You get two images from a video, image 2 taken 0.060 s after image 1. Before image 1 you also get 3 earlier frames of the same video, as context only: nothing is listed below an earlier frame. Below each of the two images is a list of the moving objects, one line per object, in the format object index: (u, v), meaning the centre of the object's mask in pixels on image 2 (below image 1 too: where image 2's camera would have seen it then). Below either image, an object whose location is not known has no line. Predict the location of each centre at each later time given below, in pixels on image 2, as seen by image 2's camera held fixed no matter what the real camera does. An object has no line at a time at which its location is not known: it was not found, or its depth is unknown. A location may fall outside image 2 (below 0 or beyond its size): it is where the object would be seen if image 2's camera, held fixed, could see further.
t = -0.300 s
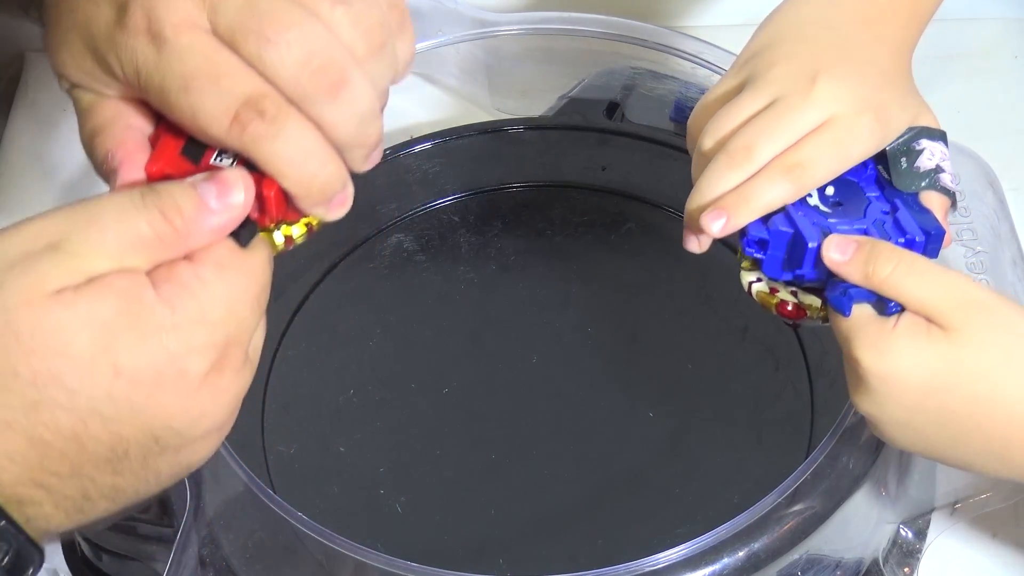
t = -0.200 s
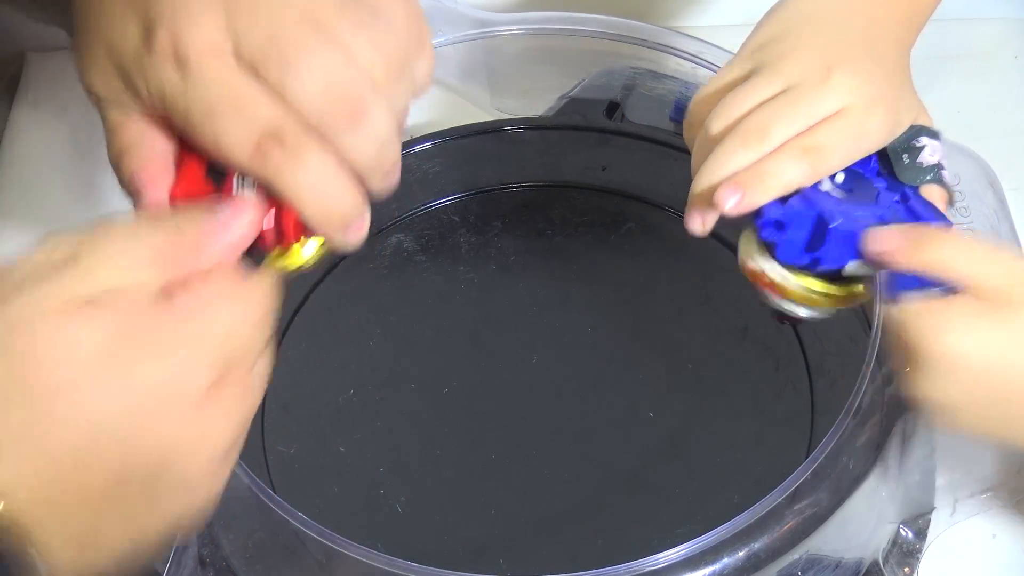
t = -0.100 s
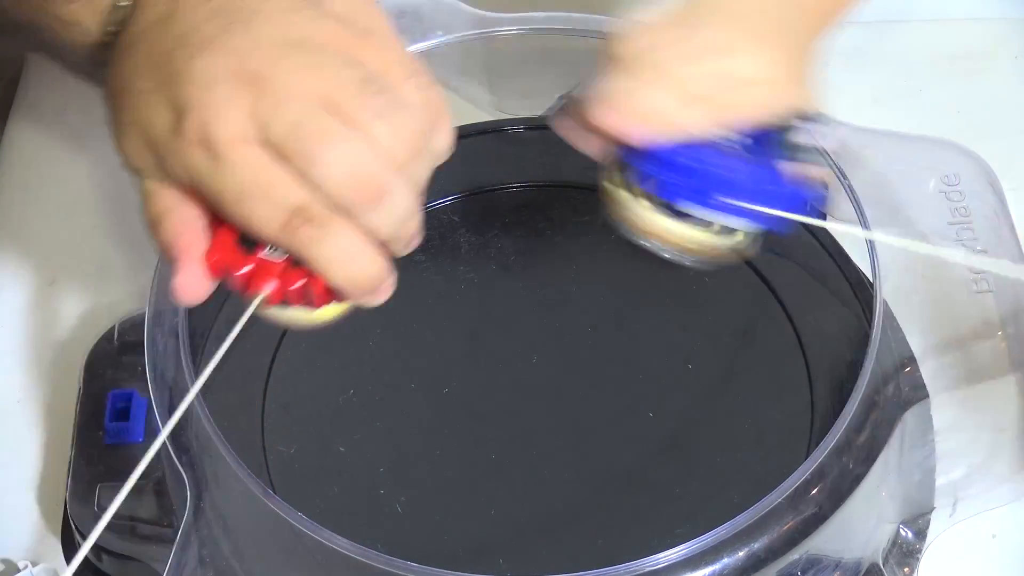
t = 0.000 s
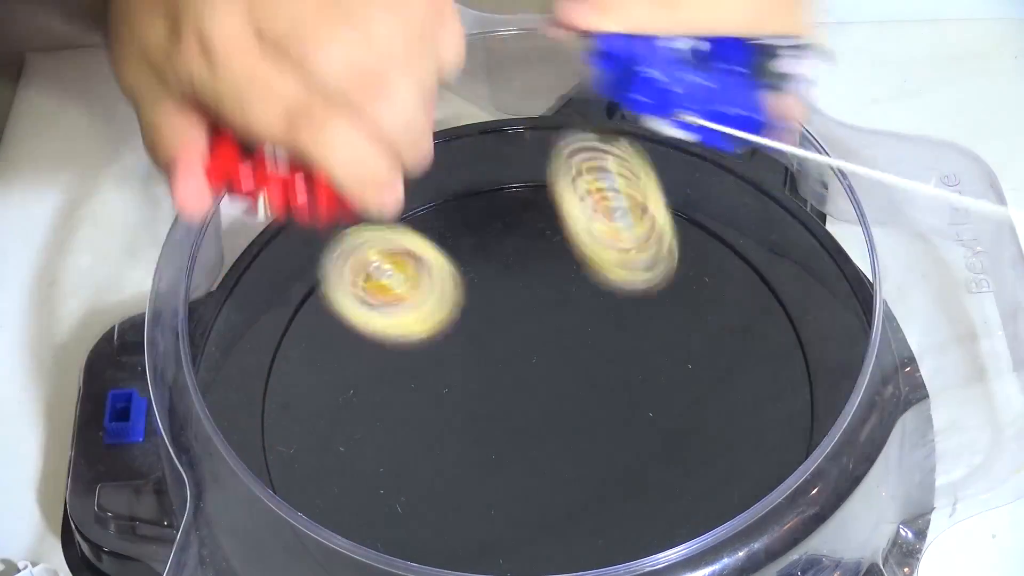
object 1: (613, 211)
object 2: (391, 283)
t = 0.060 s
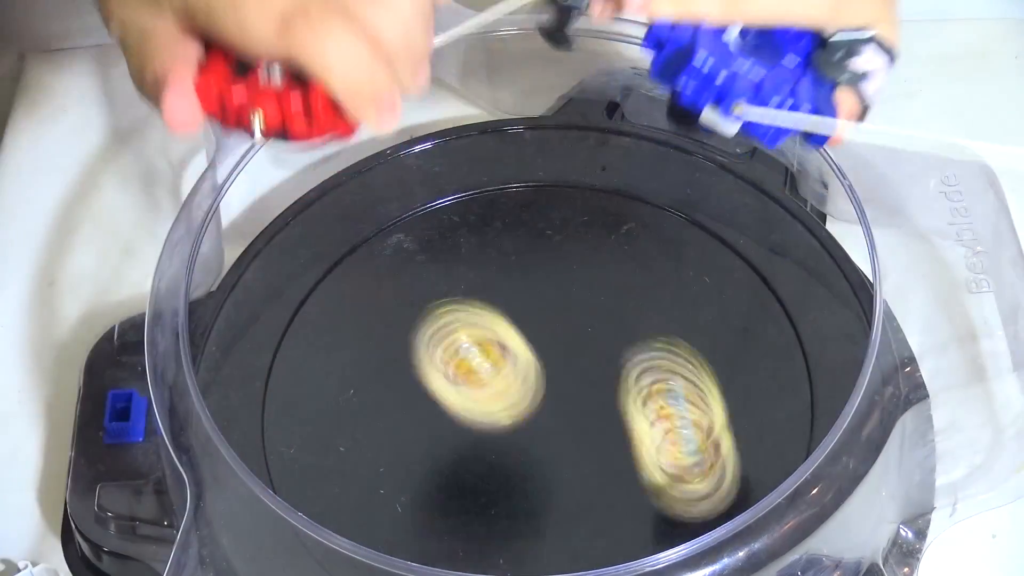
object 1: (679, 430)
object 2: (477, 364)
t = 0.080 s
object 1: (689, 458)
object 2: (503, 389)
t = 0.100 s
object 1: (691, 453)
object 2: (525, 370)
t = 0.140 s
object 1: (697, 457)
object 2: (570, 331)
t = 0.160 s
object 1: (698, 465)
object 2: (593, 318)
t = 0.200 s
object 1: (695, 487)
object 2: (641, 309)
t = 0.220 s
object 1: (701, 517)
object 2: (665, 312)
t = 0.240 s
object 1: (702, 534)
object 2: (690, 322)
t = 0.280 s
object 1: (686, 539)
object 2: (736, 356)
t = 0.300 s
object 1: (673, 527)
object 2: (755, 375)
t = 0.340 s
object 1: (647, 503)
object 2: (759, 339)
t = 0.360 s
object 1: (637, 498)
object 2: (759, 324)
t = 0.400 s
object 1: (613, 496)
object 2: (757, 311)
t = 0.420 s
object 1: (601, 502)
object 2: (755, 312)
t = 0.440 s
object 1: (589, 510)
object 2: (753, 319)
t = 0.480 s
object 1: (564, 471)
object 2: (742, 333)
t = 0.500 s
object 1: (554, 453)
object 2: (729, 319)
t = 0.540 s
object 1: (535, 428)
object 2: (702, 308)
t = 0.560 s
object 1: (524, 420)
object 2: (688, 310)
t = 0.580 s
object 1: (517, 400)
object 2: (674, 317)
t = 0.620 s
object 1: (505, 367)
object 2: (641, 307)
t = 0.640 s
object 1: (499, 358)
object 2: (624, 307)
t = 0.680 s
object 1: (467, 335)
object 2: (617, 301)
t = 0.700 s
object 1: (424, 330)
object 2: (647, 290)
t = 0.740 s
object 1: (346, 315)
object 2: (699, 268)
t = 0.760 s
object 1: (309, 311)
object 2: (721, 259)
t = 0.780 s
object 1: (279, 305)
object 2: (740, 248)
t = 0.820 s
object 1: (235, 306)
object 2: (759, 230)
